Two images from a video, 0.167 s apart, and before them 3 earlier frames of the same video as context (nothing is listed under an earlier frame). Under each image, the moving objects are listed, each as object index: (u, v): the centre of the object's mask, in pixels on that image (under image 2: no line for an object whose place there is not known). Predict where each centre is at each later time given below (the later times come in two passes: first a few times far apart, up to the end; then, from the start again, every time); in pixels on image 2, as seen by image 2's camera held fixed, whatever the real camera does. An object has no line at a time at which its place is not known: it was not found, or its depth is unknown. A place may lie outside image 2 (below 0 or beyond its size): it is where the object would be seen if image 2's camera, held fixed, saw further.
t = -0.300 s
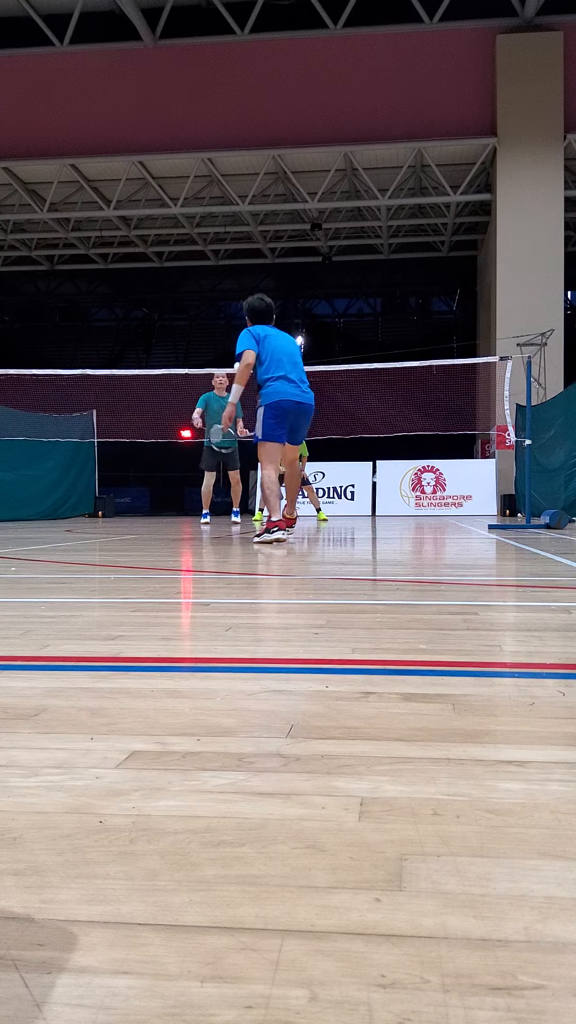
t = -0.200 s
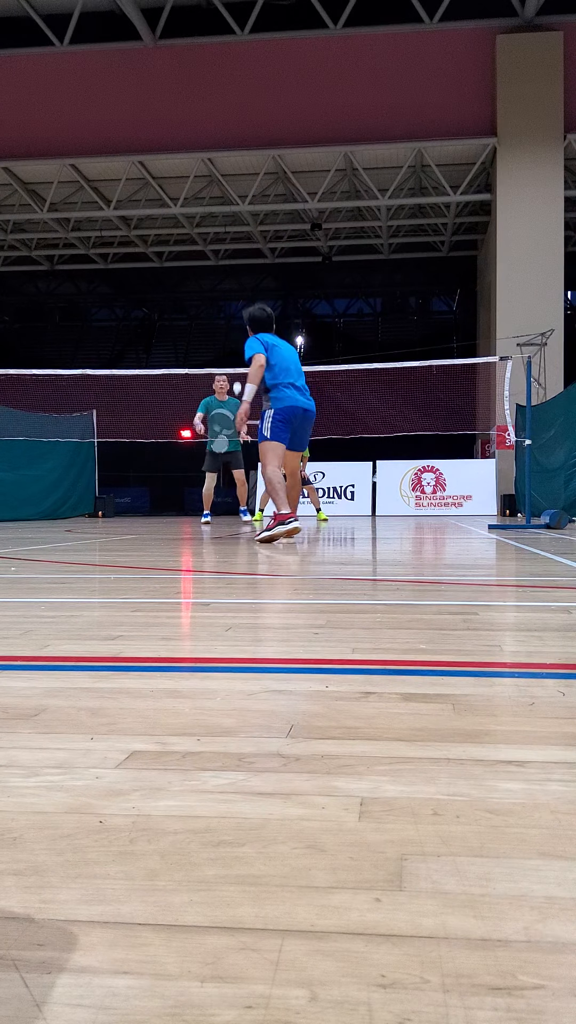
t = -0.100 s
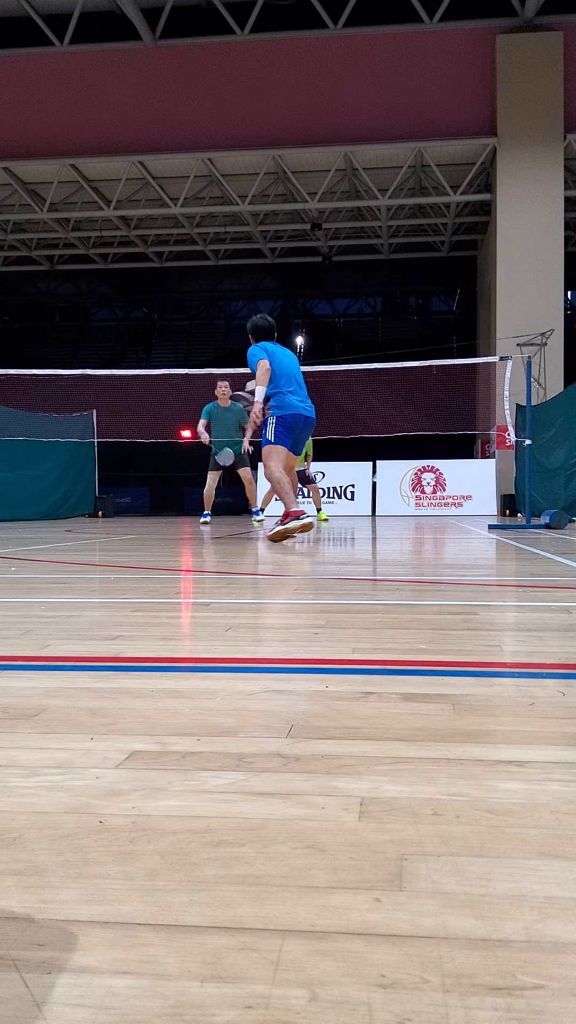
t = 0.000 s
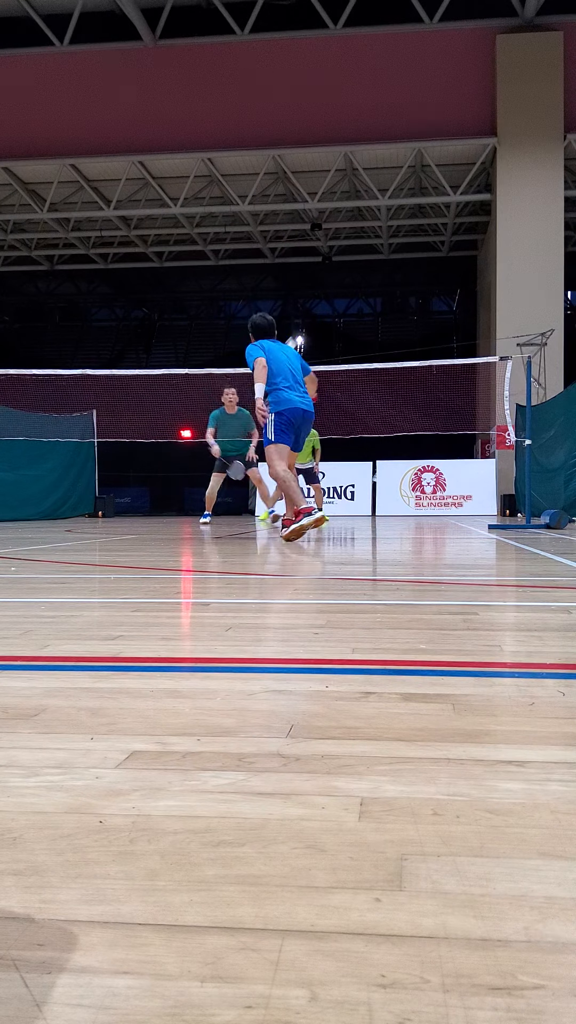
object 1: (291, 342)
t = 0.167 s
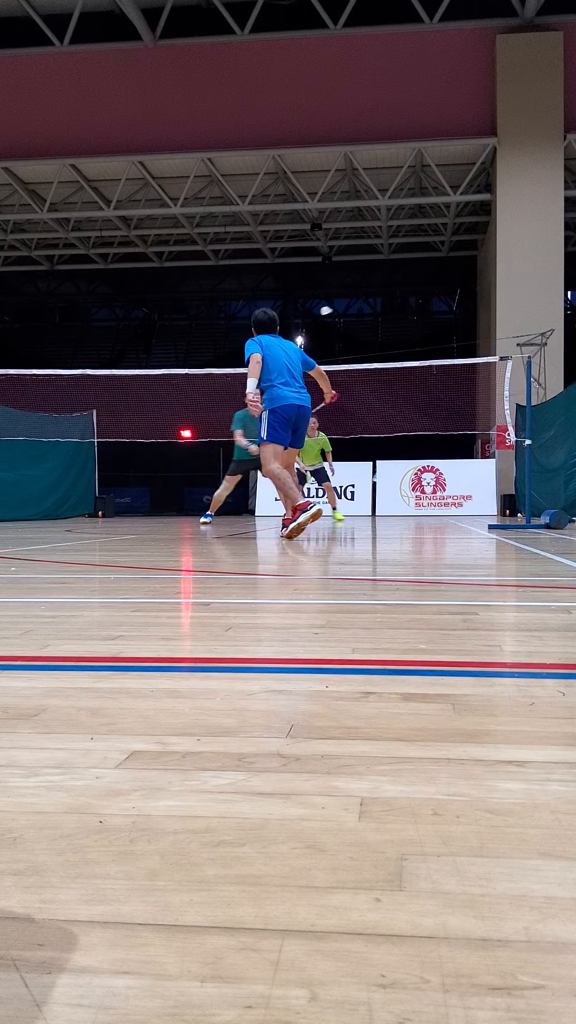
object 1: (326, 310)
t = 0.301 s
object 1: (352, 312)
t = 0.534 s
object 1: (387, 351)
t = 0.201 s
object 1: (333, 309)
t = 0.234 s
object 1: (340, 309)
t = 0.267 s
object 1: (346, 309)
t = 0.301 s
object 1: (352, 312)
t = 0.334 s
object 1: (358, 315)
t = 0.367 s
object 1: (363, 319)
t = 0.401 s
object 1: (369, 324)
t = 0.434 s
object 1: (373, 329)
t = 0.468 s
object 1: (378, 336)
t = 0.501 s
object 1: (383, 343)
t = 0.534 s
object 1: (387, 351)
